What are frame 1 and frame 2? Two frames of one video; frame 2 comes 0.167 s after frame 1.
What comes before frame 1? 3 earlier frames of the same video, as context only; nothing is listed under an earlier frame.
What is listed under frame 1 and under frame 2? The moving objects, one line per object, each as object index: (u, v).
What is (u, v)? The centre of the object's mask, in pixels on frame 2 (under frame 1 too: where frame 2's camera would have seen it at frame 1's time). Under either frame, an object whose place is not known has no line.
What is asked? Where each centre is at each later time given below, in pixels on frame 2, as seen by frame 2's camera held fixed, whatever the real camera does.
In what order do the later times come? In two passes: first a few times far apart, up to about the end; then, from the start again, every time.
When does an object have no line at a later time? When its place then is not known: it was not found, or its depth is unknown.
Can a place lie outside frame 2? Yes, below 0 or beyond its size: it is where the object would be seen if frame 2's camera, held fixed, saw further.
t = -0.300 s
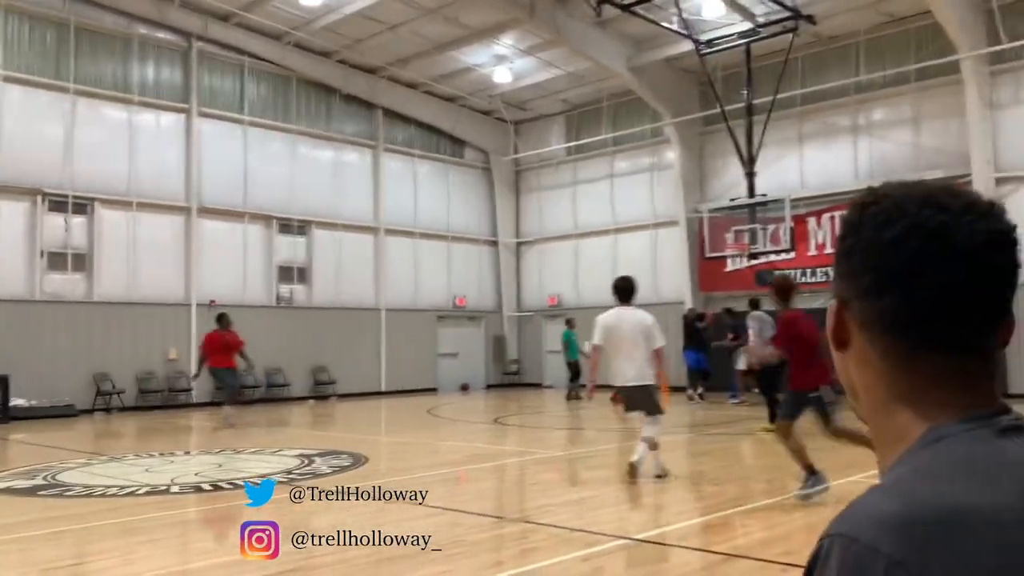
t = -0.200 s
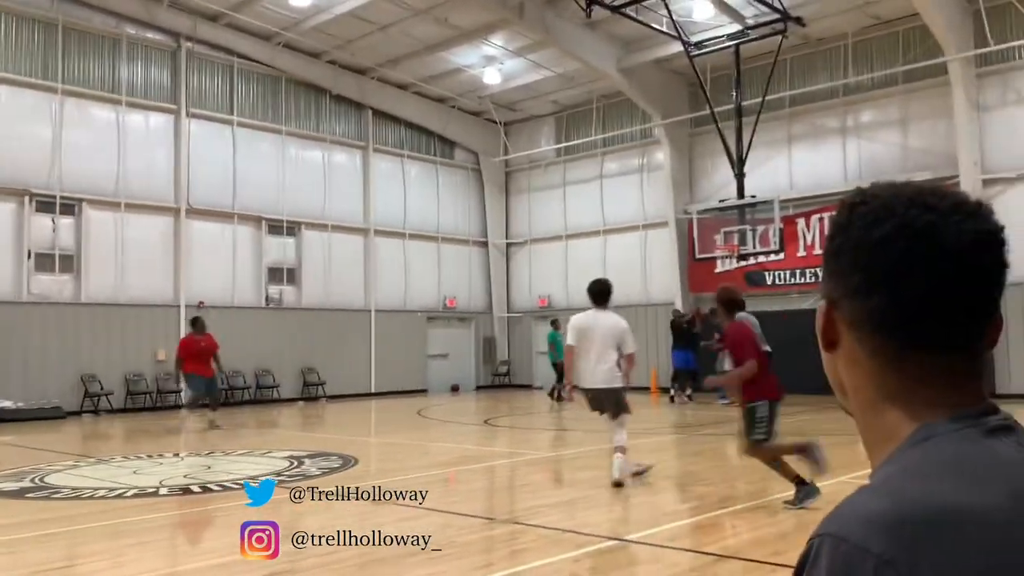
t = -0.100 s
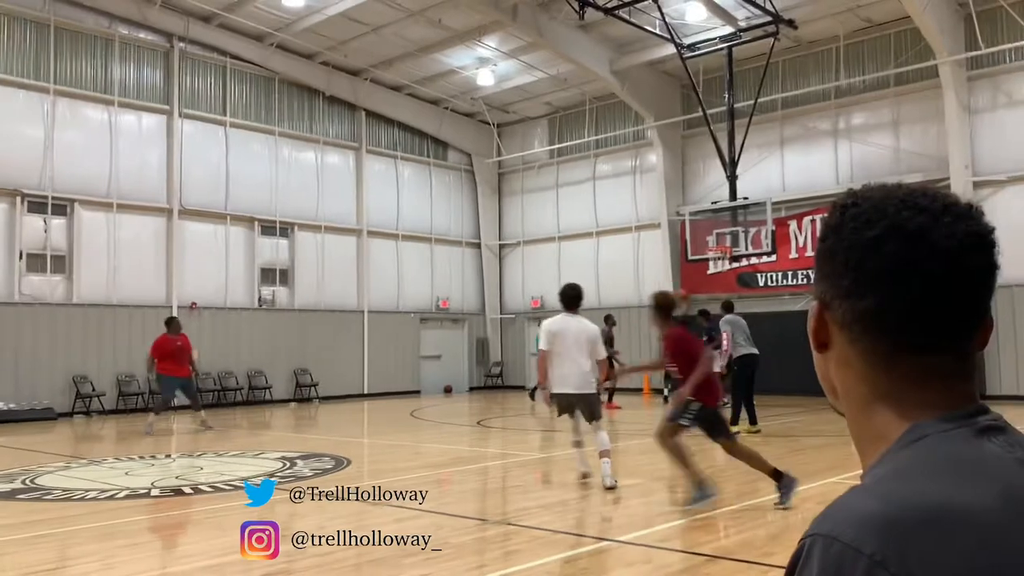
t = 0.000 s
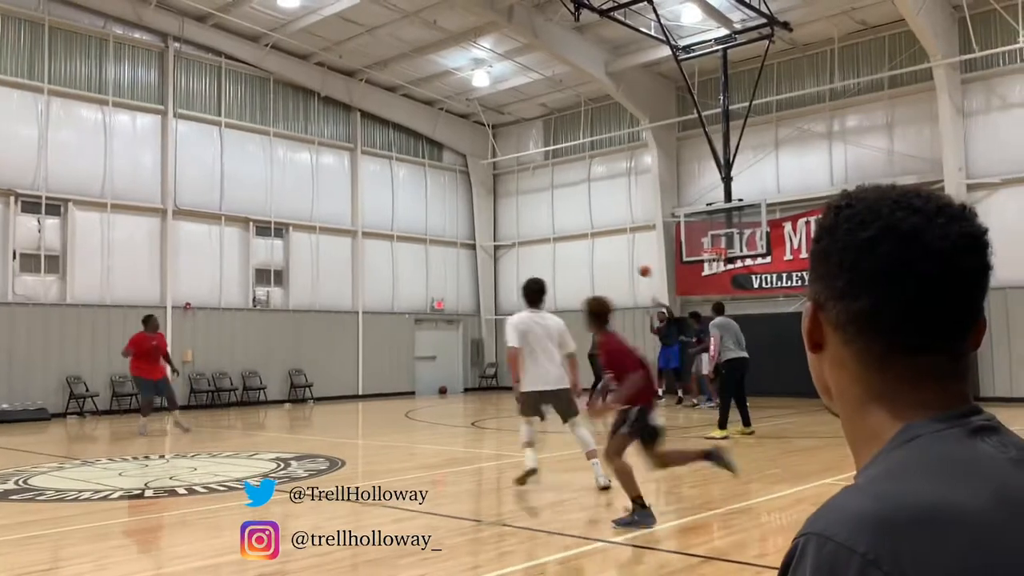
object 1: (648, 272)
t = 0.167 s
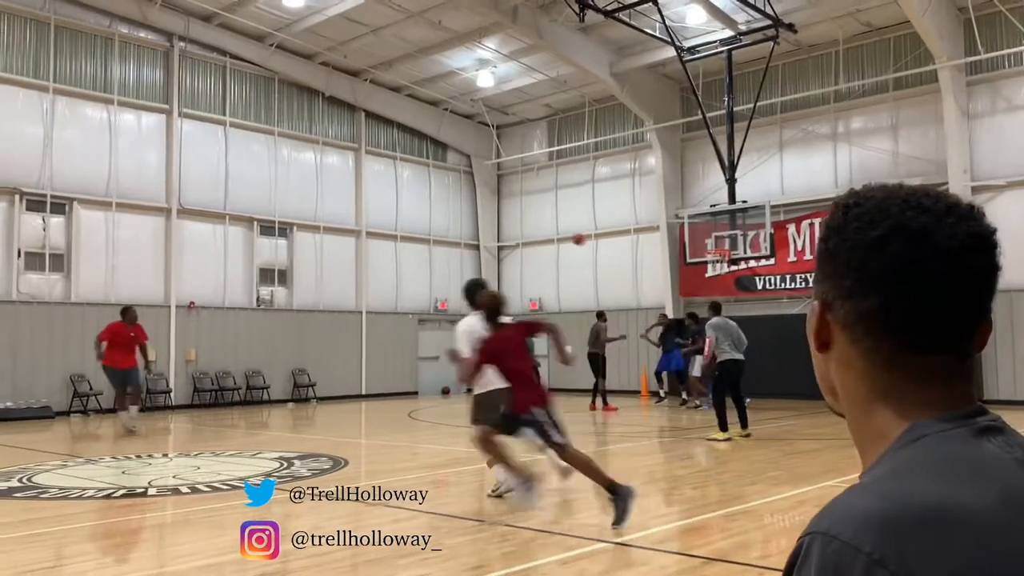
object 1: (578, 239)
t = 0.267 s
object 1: (533, 225)
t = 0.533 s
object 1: (399, 204)
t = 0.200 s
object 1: (564, 234)
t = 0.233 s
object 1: (548, 229)
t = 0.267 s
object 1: (533, 225)
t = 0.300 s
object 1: (518, 221)
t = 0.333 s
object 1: (502, 217)
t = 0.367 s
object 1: (486, 213)
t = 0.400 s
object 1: (469, 211)
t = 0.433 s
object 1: (452, 208)
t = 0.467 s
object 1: (435, 207)
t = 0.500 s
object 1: (417, 205)
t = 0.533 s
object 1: (399, 204)
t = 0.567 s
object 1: (381, 204)
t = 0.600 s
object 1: (361, 205)
